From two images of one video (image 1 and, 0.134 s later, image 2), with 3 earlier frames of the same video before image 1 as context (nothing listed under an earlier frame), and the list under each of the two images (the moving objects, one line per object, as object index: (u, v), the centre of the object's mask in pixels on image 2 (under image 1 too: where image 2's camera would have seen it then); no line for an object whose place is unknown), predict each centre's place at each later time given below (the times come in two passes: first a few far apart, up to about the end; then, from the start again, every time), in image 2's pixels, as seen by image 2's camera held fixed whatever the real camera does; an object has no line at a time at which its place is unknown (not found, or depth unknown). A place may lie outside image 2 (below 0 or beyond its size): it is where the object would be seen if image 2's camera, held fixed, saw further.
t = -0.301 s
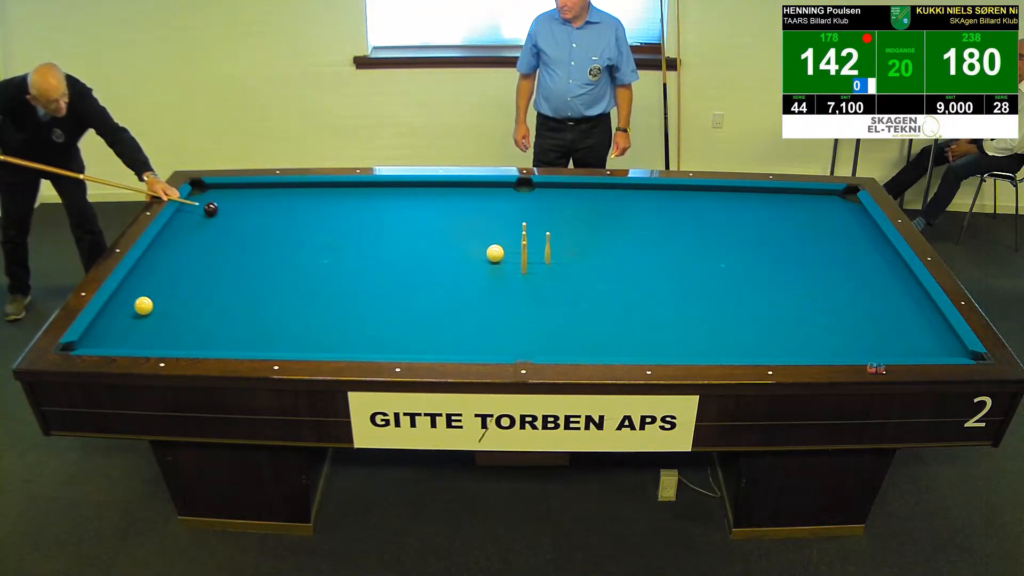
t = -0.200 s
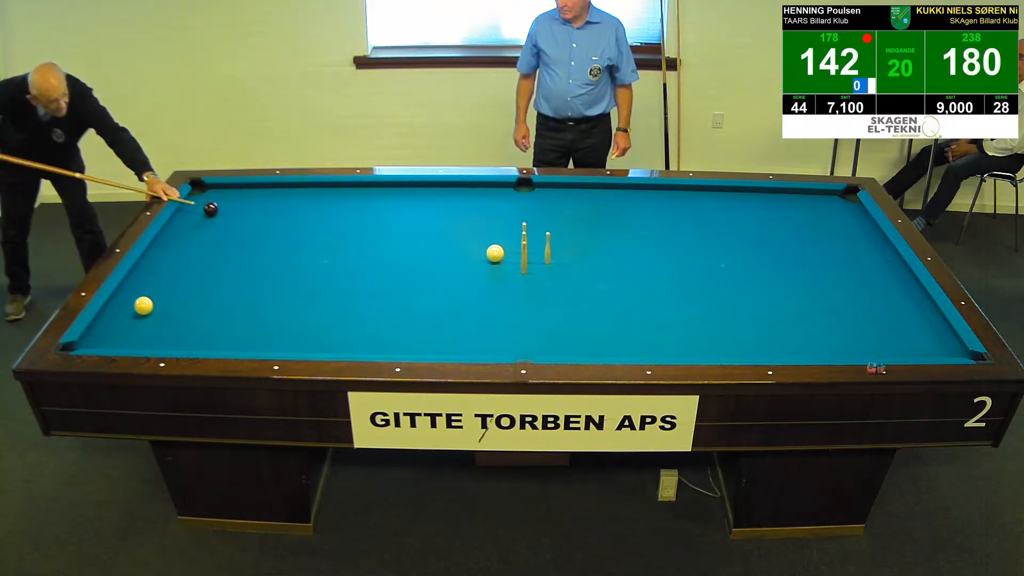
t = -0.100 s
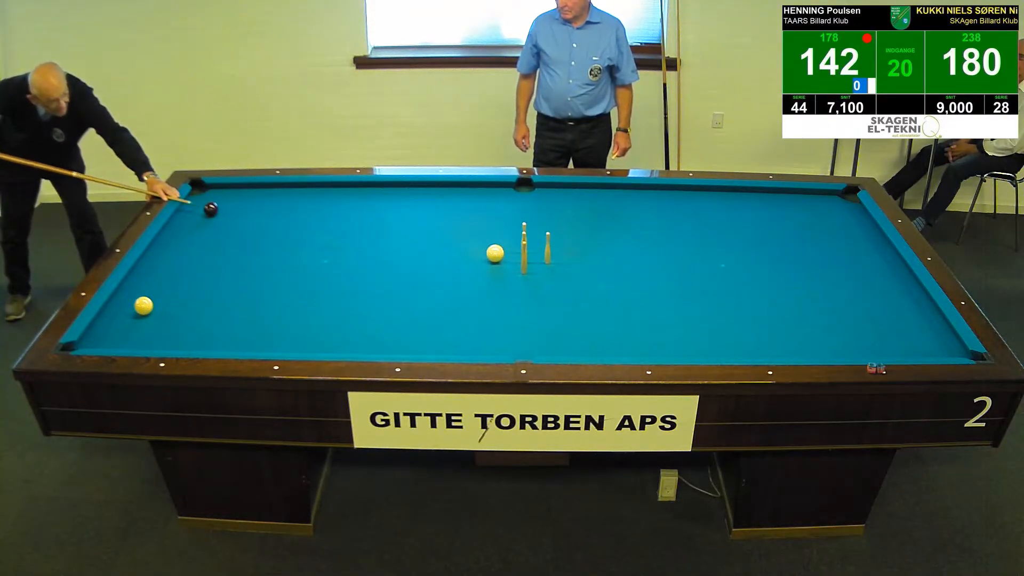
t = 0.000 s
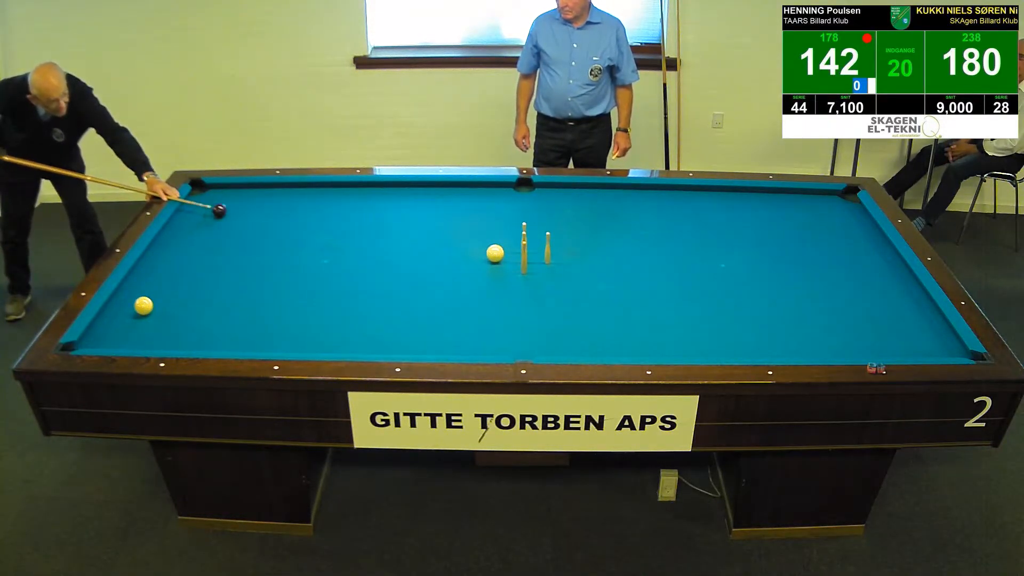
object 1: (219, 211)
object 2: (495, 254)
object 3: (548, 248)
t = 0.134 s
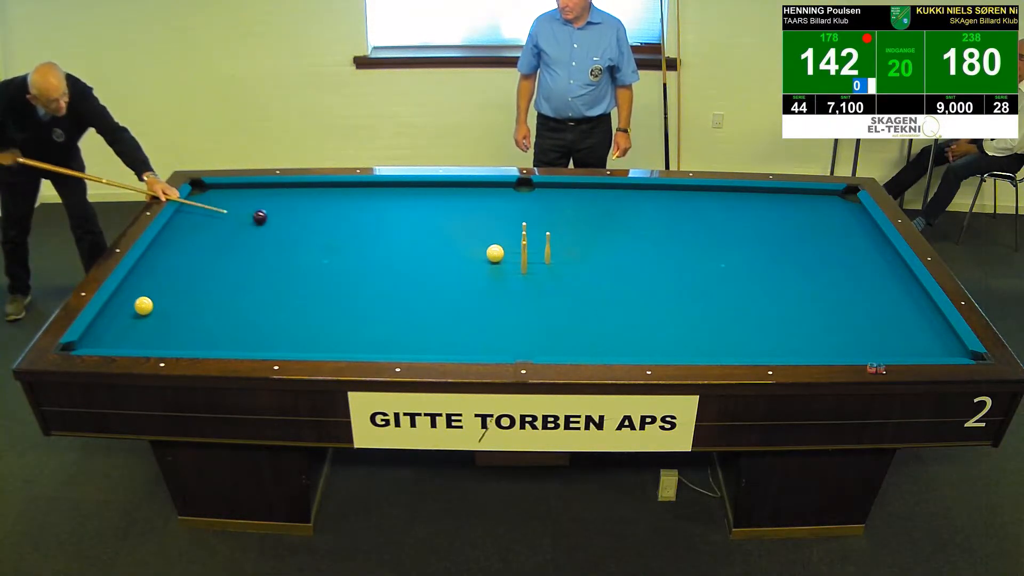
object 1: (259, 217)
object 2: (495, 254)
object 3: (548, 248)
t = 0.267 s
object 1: (299, 224)
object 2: (495, 254)
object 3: (547, 248)
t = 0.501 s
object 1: (374, 236)
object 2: (495, 254)
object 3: (548, 248)
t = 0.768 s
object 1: (465, 252)
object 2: (495, 254)
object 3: (548, 248)
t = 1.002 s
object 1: (488, 265)
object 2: (548, 255)
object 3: (569, 253)
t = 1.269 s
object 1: (511, 280)
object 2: (603, 256)
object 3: (618, 251)
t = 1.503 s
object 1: (533, 294)
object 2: (650, 258)
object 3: (628, 244)
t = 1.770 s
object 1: (557, 310)
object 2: (702, 260)
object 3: (647, 238)
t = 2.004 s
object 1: (580, 325)
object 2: (746, 261)
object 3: (666, 237)
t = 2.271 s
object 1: (606, 342)
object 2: (795, 263)
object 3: (686, 238)
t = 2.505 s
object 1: (627, 351)
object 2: (835, 265)
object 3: (701, 242)
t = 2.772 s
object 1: (640, 344)
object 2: (880, 267)
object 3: (715, 245)
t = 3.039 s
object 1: (651, 335)
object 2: (892, 268)
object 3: (712, 246)
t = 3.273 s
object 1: (660, 327)
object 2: (870, 268)
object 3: (711, 246)
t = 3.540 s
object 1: (670, 319)
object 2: (845, 268)
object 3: (711, 246)
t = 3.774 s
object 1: (678, 313)
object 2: (823, 268)
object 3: (713, 247)
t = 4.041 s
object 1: (686, 306)
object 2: (799, 268)
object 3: (713, 246)
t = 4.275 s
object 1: (692, 301)
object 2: (778, 268)
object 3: (713, 247)
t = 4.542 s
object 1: (699, 295)
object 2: (754, 268)
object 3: (713, 246)
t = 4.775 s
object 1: (705, 290)
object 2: (734, 269)
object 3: (713, 247)
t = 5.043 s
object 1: (711, 285)
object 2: (712, 268)
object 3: (712, 246)
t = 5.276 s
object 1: (715, 281)
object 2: (693, 269)
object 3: (713, 246)
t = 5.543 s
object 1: (720, 277)
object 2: (672, 269)
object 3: (713, 247)
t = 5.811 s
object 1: (724, 274)
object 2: (652, 269)
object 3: (712, 246)
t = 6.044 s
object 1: (727, 271)
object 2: (636, 269)
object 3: (712, 246)
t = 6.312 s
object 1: (731, 268)
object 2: (618, 269)
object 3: (712, 246)
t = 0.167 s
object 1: (269, 219)
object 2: (495, 254)
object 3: (548, 248)
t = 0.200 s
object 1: (279, 221)
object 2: (495, 254)
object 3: (548, 248)
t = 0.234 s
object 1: (289, 222)
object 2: (495, 254)
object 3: (547, 248)
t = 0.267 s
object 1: (299, 224)
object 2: (495, 254)
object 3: (547, 248)
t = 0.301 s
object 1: (309, 225)
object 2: (495, 254)
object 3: (548, 248)
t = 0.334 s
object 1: (320, 227)
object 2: (495, 254)
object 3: (548, 248)
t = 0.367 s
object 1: (331, 229)
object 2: (495, 254)
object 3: (548, 248)
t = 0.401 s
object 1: (341, 231)
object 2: (495, 254)
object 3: (548, 248)
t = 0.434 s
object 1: (352, 233)
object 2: (495, 254)
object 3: (548, 248)
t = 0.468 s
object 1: (363, 234)
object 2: (495, 254)
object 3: (548, 248)
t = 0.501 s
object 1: (374, 236)
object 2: (495, 254)
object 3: (548, 248)
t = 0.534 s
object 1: (385, 238)
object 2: (495, 254)
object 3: (547, 249)
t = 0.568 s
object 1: (396, 240)
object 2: (495, 254)
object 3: (547, 248)
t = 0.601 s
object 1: (407, 242)
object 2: (495, 254)
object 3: (547, 249)
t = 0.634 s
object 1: (419, 244)
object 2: (495, 254)
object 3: (548, 249)
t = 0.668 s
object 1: (430, 246)
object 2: (495, 254)
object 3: (547, 249)
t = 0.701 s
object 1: (442, 248)
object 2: (495, 254)
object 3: (547, 249)
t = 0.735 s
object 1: (453, 250)
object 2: (495, 254)
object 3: (547, 248)
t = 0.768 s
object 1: (465, 252)
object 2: (495, 254)
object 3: (548, 248)
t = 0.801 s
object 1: (477, 254)
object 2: (495, 254)
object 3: (548, 248)
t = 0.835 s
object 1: (478, 256)
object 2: (506, 254)
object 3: (547, 248)
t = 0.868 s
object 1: (479, 257)
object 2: (515, 254)
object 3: (548, 249)
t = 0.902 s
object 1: (480, 259)
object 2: (526, 253)
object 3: (548, 245)
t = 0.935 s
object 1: (482, 261)
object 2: (534, 254)
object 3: (552, 249)
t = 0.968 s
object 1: (485, 263)
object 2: (541, 254)
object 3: (559, 250)
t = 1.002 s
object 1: (488, 265)
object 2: (548, 255)
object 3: (569, 253)
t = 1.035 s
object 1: (491, 267)
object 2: (555, 255)
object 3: (577, 257)
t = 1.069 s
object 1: (494, 269)
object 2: (562, 255)
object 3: (584, 253)
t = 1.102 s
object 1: (497, 270)
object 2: (569, 255)
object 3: (591, 251)
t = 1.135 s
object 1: (499, 272)
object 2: (576, 256)
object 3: (597, 252)
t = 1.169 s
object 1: (502, 275)
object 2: (582, 256)
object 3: (603, 254)
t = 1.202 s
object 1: (505, 276)
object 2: (589, 256)
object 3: (609, 251)
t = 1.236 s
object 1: (508, 278)
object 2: (596, 256)
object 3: (614, 250)
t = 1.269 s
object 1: (511, 280)
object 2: (603, 256)
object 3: (618, 251)
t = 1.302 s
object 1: (514, 282)
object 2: (610, 257)
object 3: (619, 249)
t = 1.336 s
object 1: (517, 284)
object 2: (617, 257)
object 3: (619, 248)
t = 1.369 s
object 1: (520, 286)
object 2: (623, 257)
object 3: (620, 247)
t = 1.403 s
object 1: (523, 288)
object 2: (630, 257)
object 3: (622, 246)
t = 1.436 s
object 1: (526, 290)
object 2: (637, 257)
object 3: (623, 245)
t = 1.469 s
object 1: (529, 292)
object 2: (644, 258)
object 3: (626, 244)
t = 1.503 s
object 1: (533, 294)
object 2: (650, 258)
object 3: (628, 244)
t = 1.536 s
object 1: (536, 296)
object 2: (657, 258)
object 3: (630, 243)
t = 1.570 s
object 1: (539, 298)
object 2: (663, 258)
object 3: (632, 242)
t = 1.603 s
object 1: (542, 300)
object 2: (670, 259)
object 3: (634, 241)
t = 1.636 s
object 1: (545, 302)
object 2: (676, 259)
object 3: (637, 240)
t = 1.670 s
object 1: (548, 304)
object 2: (683, 259)
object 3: (639, 239)
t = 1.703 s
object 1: (551, 306)
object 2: (689, 259)
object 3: (642, 239)
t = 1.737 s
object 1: (554, 308)
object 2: (696, 259)
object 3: (644, 239)
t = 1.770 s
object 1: (557, 310)
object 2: (702, 260)
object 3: (647, 238)
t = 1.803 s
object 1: (561, 313)
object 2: (709, 260)
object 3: (650, 238)
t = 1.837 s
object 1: (564, 315)
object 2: (715, 260)
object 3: (652, 237)
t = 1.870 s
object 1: (567, 317)
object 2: (721, 260)
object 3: (655, 237)
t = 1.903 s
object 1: (570, 319)
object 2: (728, 261)
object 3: (657, 237)
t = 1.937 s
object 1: (573, 321)
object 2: (734, 261)
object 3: (660, 237)
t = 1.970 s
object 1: (576, 323)
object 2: (740, 261)
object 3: (663, 237)
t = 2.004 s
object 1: (580, 325)
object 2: (746, 261)
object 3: (666, 237)
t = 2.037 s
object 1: (583, 328)
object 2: (753, 262)
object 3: (668, 237)
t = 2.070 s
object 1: (586, 330)
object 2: (758, 262)
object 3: (671, 237)
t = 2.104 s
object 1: (590, 332)
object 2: (765, 262)
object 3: (674, 237)
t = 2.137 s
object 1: (593, 334)
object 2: (771, 262)
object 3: (676, 237)
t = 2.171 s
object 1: (596, 336)
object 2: (777, 263)
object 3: (679, 237)
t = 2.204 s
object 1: (599, 338)
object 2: (783, 263)
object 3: (681, 238)
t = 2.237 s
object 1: (603, 341)
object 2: (789, 263)
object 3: (684, 238)
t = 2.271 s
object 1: (606, 342)
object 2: (795, 263)
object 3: (686, 238)
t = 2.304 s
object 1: (609, 345)
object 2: (801, 264)
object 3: (688, 239)
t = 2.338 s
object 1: (613, 347)
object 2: (807, 264)
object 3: (691, 239)
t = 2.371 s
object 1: (616, 348)
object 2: (812, 264)
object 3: (693, 240)
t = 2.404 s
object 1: (619, 350)
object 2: (818, 264)
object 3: (695, 240)
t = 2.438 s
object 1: (623, 351)
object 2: (824, 265)
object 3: (697, 241)
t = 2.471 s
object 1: (626, 352)
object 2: (830, 265)
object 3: (699, 241)
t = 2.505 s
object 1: (627, 351)
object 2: (835, 265)
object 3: (701, 242)
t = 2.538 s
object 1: (629, 350)
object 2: (841, 265)
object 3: (703, 242)
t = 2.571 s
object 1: (631, 349)
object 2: (846, 266)
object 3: (705, 243)
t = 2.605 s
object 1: (632, 349)
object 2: (852, 266)
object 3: (707, 243)
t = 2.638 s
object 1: (634, 348)
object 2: (858, 266)
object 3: (710, 243)
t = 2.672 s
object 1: (635, 347)
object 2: (863, 266)
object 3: (711, 243)
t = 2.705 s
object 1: (637, 346)
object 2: (869, 267)
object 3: (712, 244)
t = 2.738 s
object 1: (638, 345)
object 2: (874, 267)
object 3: (713, 244)
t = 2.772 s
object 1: (640, 344)
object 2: (880, 267)
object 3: (715, 245)
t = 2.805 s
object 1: (641, 343)
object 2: (885, 267)
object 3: (716, 245)
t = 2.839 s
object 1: (643, 342)
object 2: (890, 267)
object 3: (715, 246)
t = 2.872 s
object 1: (644, 340)
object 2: (895, 268)
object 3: (714, 246)
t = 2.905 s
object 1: (646, 339)
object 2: (901, 268)
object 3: (713, 246)
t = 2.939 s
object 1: (647, 338)
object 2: (902, 268)
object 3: (713, 246)
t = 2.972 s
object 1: (648, 337)
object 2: (899, 268)
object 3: (713, 246)
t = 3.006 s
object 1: (650, 336)
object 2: (895, 268)
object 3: (712, 246)
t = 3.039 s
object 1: (651, 335)
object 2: (892, 268)
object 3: (712, 246)
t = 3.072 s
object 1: (652, 333)
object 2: (889, 268)
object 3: (712, 246)
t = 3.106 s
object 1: (654, 333)
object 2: (886, 268)
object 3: (712, 246)
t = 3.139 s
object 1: (655, 332)
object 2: (882, 268)
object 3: (712, 246)
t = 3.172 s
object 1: (656, 331)
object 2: (879, 268)
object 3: (712, 246)
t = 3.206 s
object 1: (658, 329)
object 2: (876, 268)
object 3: (712, 246)
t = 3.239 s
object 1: (659, 328)
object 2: (873, 268)
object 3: (711, 246)
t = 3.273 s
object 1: (660, 327)
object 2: (870, 268)
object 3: (711, 246)
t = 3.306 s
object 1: (661, 326)
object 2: (867, 268)
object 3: (711, 246)
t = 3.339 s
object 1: (663, 325)
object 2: (864, 268)
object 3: (711, 246)
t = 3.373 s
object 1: (664, 324)
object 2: (860, 268)
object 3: (711, 246)
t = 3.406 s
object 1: (665, 323)
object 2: (857, 268)
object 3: (711, 246)
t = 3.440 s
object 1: (666, 322)
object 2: (854, 268)
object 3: (711, 246)
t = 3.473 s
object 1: (667, 321)
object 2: (851, 268)
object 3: (711, 246)
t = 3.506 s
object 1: (669, 320)
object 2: (848, 268)
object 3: (712, 246)
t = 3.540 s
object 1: (670, 319)
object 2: (845, 268)
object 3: (711, 246)
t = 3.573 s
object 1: (671, 318)
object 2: (842, 268)
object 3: (711, 246)
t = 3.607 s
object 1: (672, 317)
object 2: (838, 268)
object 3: (711, 246)
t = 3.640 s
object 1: (673, 317)
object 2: (835, 268)
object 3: (712, 246)
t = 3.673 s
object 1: (674, 316)
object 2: (832, 268)
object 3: (712, 246)
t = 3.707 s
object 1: (675, 315)
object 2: (829, 268)
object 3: (713, 246)
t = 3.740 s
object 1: (677, 314)
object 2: (826, 268)
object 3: (713, 246)
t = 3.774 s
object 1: (678, 313)
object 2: (823, 268)
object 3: (713, 247)
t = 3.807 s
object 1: (679, 312)
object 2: (820, 268)
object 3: (711, 246)
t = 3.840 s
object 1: (680, 311)
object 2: (817, 268)
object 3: (712, 246)
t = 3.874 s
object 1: (681, 310)
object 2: (814, 268)
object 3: (712, 246)
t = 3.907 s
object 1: (682, 309)
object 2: (810, 268)
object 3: (712, 246)
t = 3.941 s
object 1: (683, 309)
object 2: (808, 268)
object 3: (713, 246)
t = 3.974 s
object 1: (684, 308)
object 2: (804, 268)
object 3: (713, 247)
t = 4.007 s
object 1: (685, 307)
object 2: (802, 268)
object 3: (712, 246)
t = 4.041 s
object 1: (686, 306)
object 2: (799, 268)
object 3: (713, 246)
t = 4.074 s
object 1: (687, 305)
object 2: (795, 268)
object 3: (713, 246)
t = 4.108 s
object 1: (688, 304)
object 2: (792, 268)
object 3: (712, 246)
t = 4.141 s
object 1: (689, 304)
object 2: (790, 268)
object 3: (712, 246)
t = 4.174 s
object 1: (690, 303)
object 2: (786, 268)
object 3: (712, 246)
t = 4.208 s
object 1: (690, 302)
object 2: (784, 268)
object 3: (712, 246)
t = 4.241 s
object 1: (691, 301)
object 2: (781, 268)
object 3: (711, 246)
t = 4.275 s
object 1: (692, 301)
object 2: (778, 268)
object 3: (713, 247)
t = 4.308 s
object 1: (693, 300)
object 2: (775, 268)
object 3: (713, 247)
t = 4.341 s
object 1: (694, 299)
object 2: (772, 268)
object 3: (711, 246)
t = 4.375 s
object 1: (695, 299)
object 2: (769, 268)
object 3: (713, 247)
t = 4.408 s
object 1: (696, 298)
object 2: (766, 268)
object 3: (713, 247)
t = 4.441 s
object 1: (697, 297)
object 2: (763, 268)
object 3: (711, 246)
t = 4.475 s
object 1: (697, 296)
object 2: (760, 268)
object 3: (712, 246)
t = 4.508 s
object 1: (698, 295)
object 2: (757, 269)
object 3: (713, 247)
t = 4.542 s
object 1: (699, 295)
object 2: (754, 268)
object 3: (713, 246)
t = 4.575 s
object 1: (700, 294)
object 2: (751, 268)
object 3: (712, 246)
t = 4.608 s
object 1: (701, 293)
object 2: (748, 268)
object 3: (713, 247)
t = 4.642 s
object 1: (702, 293)
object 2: (745, 269)
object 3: (713, 247)
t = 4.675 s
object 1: (702, 292)
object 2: (743, 269)
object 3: (713, 247)
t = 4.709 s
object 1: (703, 291)
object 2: (740, 269)
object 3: (712, 246)
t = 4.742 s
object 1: (704, 291)
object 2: (737, 268)
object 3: (713, 247)
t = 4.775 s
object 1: (705, 290)
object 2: (734, 269)
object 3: (713, 247)
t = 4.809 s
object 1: (705, 290)
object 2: (731, 269)
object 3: (712, 246)
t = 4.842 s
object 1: (706, 289)
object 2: (728, 269)
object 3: (712, 246)
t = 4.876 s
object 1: (707, 288)
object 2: (726, 269)
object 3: (713, 246)
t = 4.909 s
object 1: (708, 288)
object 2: (723, 269)
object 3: (712, 246)
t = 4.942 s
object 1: (708, 287)
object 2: (720, 269)
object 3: (712, 246)
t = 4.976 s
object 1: (709, 286)
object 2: (717, 269)
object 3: (712, 246)
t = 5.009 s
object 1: (710, 286)
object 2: (715, 268)
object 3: (713, 246)
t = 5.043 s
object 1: (711, 285)
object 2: (712, 268)
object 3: (712, 246)
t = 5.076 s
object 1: (711, 285)
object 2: (709, 268)
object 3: (712, 246)
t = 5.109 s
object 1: (712, 284)
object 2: (706, 268)
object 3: (713, 246)
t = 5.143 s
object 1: (713, 283)
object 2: (704, 268)
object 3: (712, 246)
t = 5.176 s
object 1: (713, 283)
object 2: (701, 268)
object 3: (712, 246)
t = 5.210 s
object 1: (714, 282)
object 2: (698, 269)
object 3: (712, 246)
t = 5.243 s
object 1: (714, 282)
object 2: (696, 269)
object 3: (712, 246)
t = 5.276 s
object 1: (715, 281)
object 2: (693, 269)
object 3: (713, 246)
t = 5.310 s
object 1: (716, 281)
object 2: (690, 269)
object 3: (712, 246)
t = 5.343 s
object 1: (716, 280)
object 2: (688, 269)
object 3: (712, 246)
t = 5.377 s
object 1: (717, 280)
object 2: (685, 269)
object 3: (712, 246)
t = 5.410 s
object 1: (717, 280)
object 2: (683, 269)
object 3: (713, 246)
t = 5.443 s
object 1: (718, 279)
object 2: (680, 269)
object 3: (713, 247)
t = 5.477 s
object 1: (719, 278)
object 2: (677, 269)
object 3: (713, 246)
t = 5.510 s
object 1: (719, 278)
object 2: (675, 269)
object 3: (713, 246)
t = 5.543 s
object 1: (720, 277)
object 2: (672, 269)
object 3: (713, 247)
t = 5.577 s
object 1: (720, 277)
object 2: (670, 269)
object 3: (712, 246)
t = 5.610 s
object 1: (721, 277)
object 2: (667, 269)
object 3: (713, 247)
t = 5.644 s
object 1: (721, 276)
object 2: (665, 269)
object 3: (712, 246)
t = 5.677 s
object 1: (722, 276)
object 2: (662, 269)
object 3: (712, 246)
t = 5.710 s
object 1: (722, 275)
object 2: (660, 269)
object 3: (712, 246)
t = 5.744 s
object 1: (723, 275)
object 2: (657, 269)
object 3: (712, 246)
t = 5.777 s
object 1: (723, 274)
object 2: (655, 269)
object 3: (713, 246)
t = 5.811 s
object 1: (724, 274)
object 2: (652, 269)
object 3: (712, 246)
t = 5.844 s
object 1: (724, 274)
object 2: (650, 269)
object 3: (713, 246)
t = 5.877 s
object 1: (725, 273)
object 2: (647, 269)
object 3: (712, 246)
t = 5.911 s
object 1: (725, 273)
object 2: (645, 269)
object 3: (712, 246)
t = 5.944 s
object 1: (726, 272)
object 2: (643, 269)
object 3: (712, 246)
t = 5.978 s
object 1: (727, 272)
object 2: (640, 269)
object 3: (713, 246)
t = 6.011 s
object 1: (727, 271)
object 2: (638, 269)
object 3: (713, 246)
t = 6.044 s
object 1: (727, 271)
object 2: (636, 269)
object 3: (712, 246)
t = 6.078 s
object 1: (728, 271)
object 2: (633, 269)
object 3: (712, 246)
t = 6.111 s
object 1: (728, 270)
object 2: (631, 269)
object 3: (712, 246)
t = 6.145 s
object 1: (729, 270)
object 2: (629, 269)
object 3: (712, 246)
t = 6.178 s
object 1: (729, 270)
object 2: (626, 269)
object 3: (713, 246)
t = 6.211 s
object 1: (729, 269)
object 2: (624, 269)
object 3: (712, 246)
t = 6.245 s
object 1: (730, 269)
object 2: (622, 269)
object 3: (712, 246)
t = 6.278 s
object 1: (730, 268)
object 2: (620, 269)
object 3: (712, 246)
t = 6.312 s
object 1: (731, 268)
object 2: (618, 269)
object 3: (712, 246)
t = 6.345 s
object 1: (731, 268)
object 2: (615, 269)
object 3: (713, 246)
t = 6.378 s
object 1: (731, 267)
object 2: (613, 269)
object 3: (712, 246)
